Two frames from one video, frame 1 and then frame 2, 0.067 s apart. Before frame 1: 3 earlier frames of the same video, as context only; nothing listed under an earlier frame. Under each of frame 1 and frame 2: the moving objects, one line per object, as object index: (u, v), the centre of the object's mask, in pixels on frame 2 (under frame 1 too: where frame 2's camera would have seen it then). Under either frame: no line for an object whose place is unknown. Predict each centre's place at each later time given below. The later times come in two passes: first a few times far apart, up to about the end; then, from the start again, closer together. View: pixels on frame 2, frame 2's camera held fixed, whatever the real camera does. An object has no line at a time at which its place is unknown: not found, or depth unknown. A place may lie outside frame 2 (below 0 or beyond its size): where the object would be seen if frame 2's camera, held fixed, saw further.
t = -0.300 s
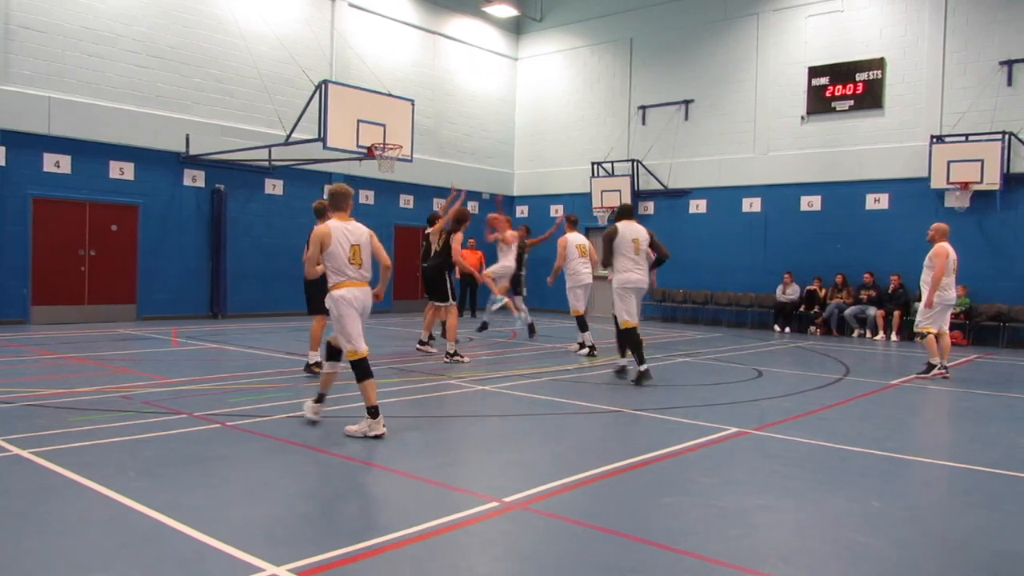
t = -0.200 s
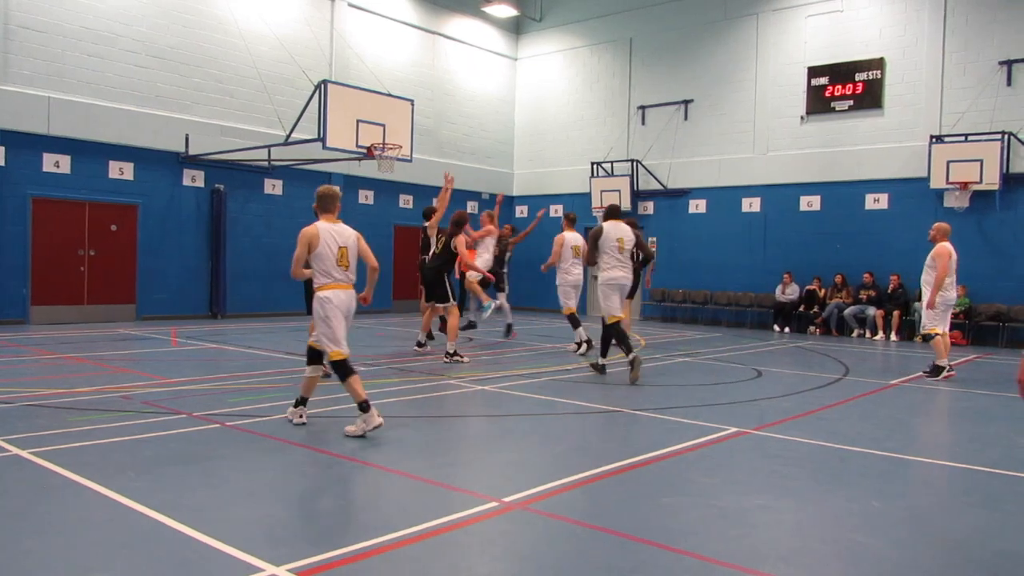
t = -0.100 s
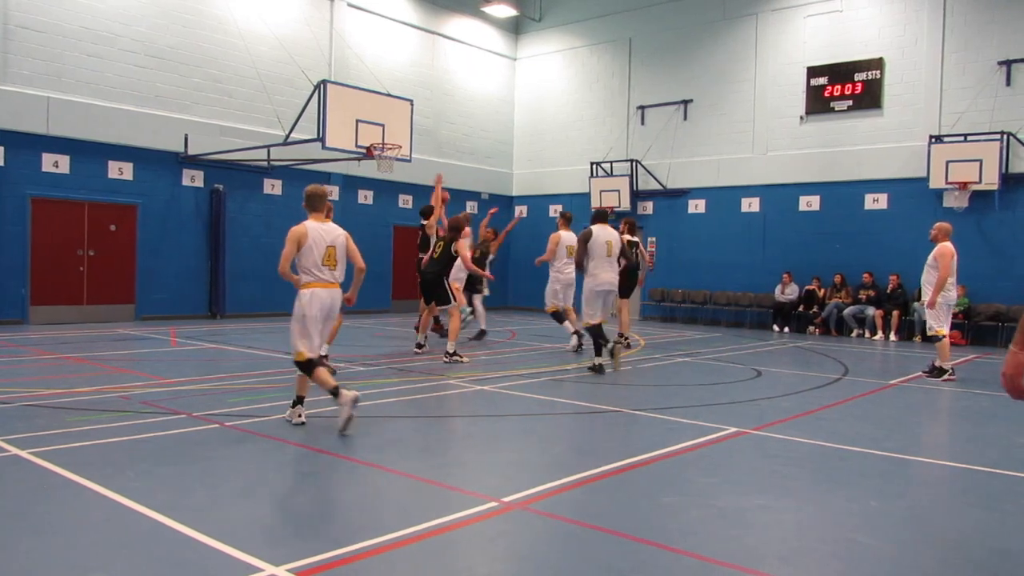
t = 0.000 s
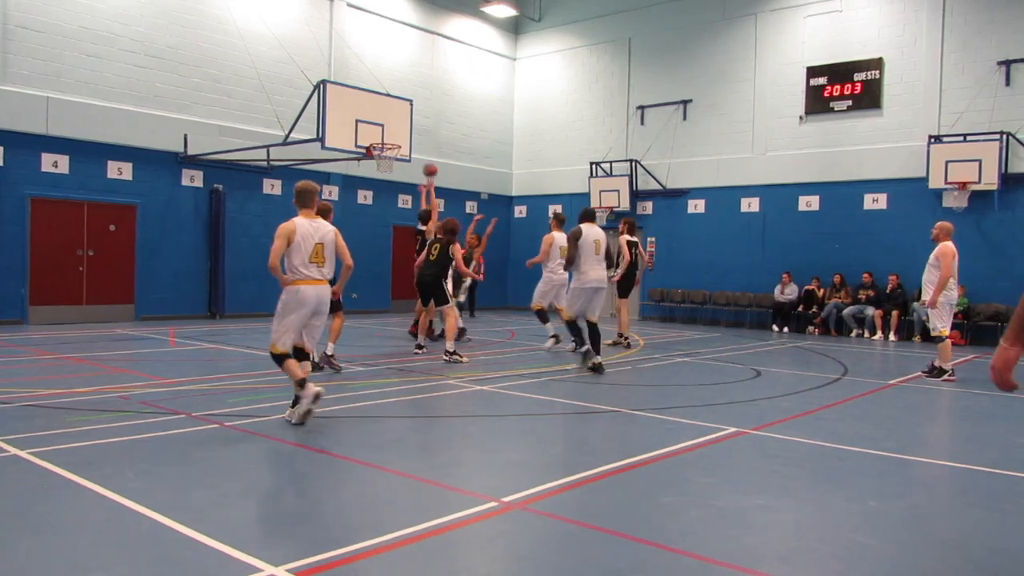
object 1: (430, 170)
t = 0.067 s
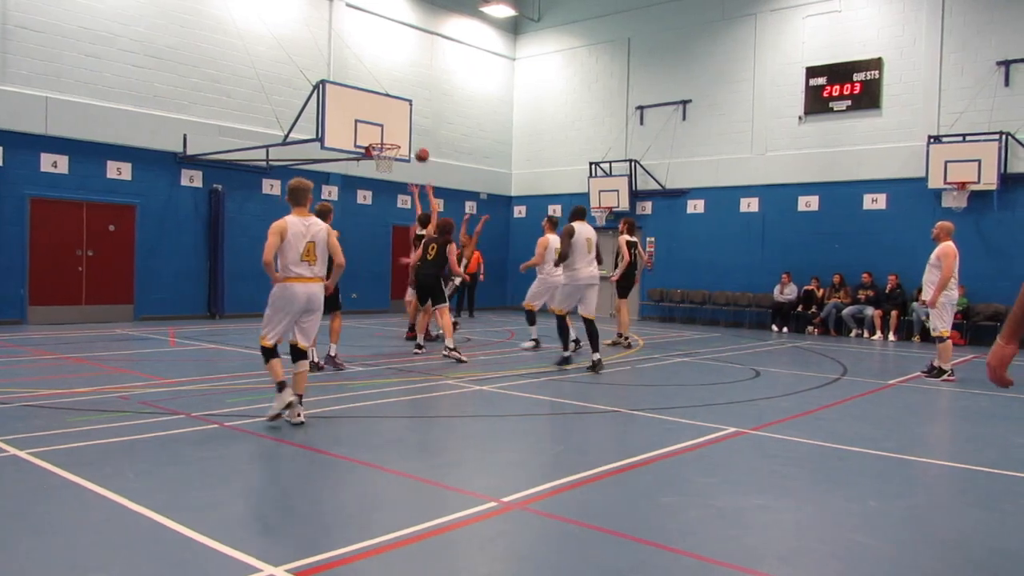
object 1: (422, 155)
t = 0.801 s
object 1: (387, 140)
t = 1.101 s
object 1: (388, 151)
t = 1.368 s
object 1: (389, 159)
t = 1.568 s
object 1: (381, 173)
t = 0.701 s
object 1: (387, 130)
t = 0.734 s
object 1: (387, 135)
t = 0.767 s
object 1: (387, 139)
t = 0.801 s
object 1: (387, 140)
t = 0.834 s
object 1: (386, 141)
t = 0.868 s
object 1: (386, 144)
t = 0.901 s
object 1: (385, 144)
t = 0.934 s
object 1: (384, 143)
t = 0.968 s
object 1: (382, 143)
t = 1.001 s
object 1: (382, 144)
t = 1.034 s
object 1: (383, 145)
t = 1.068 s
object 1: (384, 148)
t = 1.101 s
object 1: (388, 151)
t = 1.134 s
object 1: (389, 152)
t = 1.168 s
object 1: (391, 156)
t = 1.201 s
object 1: (392, 158)
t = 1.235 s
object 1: (392, 158)
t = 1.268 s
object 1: (391, 158)
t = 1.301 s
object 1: (391, 157)
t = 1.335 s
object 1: (391, 158)
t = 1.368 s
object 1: (389, 159)
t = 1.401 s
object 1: (389, 162)
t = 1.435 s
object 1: (387, 163)
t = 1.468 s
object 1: (386, 165)
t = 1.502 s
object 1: (384, 167)
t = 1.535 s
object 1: (383, 171)
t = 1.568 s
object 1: (381, 173)
